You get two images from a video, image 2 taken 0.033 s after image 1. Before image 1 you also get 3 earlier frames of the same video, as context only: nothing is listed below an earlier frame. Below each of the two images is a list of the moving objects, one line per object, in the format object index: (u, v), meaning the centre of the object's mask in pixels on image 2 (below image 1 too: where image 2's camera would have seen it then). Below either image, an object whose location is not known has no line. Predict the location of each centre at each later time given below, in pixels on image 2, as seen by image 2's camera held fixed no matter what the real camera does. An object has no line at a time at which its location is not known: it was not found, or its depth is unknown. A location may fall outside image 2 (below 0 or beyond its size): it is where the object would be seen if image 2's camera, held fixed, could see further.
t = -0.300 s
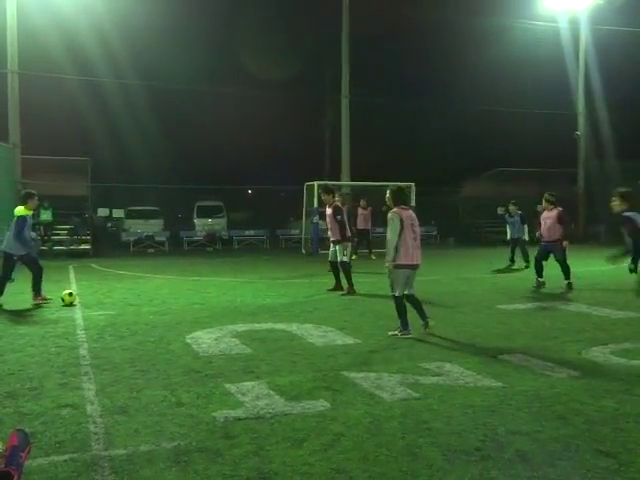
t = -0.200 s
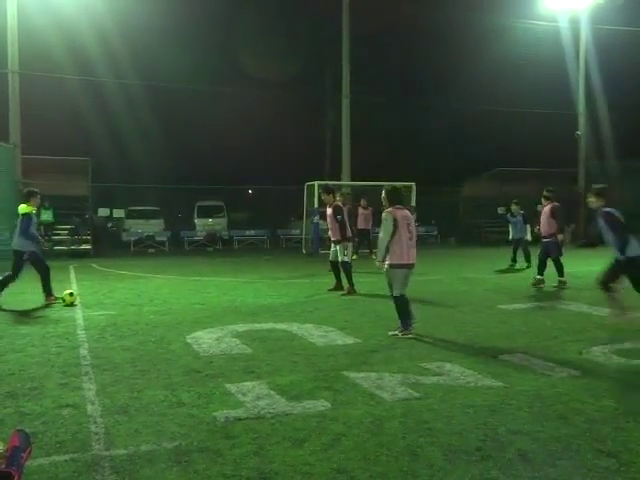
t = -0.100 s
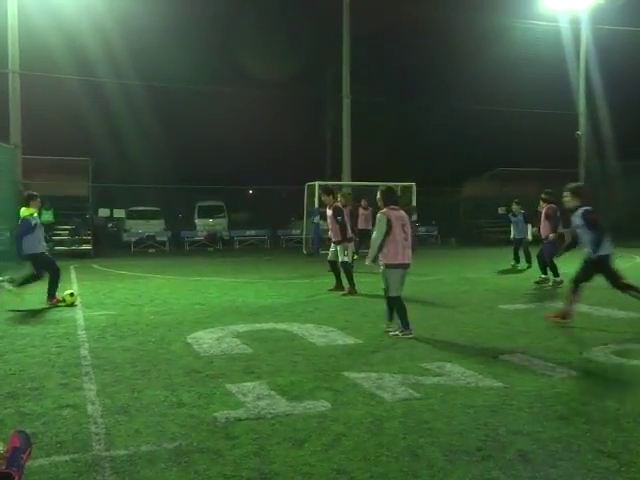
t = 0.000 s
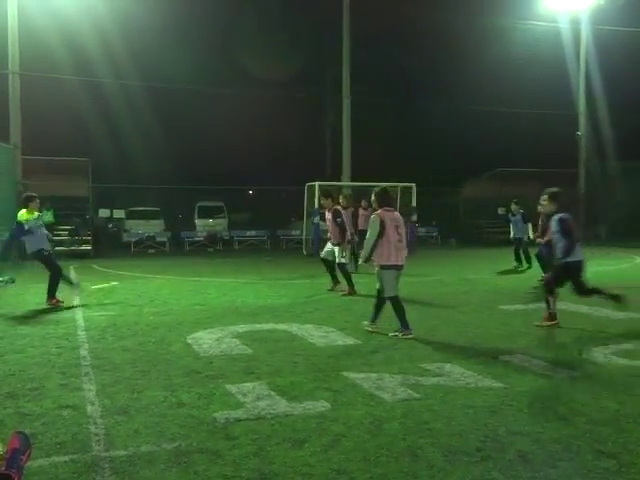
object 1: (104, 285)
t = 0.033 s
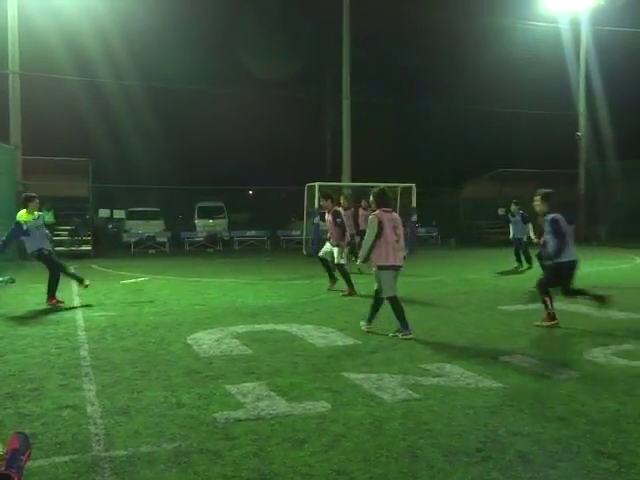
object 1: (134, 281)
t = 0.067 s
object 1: (165, 276)
